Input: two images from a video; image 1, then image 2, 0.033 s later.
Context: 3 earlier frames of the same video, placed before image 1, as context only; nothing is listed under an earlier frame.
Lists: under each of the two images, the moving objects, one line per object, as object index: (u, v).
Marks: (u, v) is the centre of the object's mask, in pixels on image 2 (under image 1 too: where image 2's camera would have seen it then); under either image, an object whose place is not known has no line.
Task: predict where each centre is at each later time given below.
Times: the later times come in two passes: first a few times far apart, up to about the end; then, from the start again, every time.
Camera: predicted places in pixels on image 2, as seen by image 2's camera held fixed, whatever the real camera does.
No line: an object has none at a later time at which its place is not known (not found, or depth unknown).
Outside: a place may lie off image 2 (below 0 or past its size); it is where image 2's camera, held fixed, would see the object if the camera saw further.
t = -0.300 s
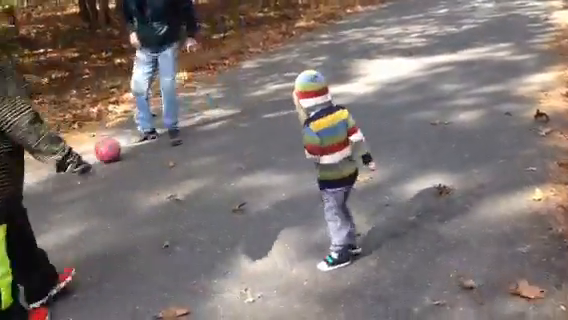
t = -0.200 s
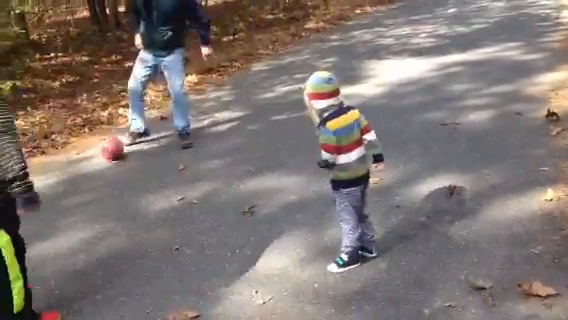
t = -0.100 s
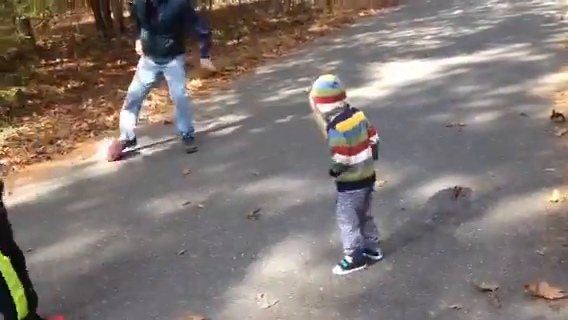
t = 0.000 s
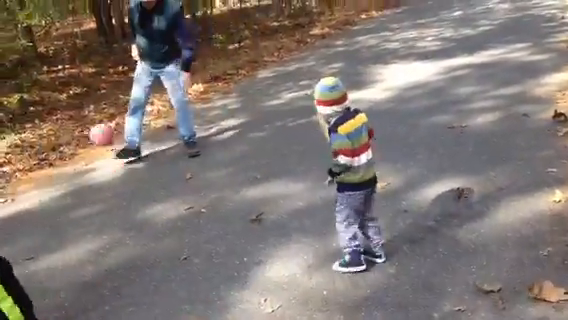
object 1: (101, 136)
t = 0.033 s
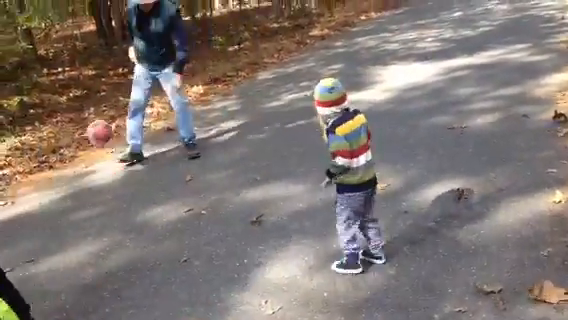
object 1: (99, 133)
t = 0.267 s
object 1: (87, 125)
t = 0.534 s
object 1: (84, 201)
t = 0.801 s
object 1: (66, 197)
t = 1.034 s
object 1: (57, 218)
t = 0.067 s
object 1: (96, 129)
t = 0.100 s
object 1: (93, 124)
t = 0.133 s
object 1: (91, 122)
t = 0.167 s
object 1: (90, 121)
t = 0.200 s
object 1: (89, 122)
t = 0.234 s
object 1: (88, 123)
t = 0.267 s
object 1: (87, 125)
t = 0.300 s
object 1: (83, 132)
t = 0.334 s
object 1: (84, 139)
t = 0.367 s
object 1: (83, 147)
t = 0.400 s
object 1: (84, 158)
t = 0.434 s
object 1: (83, 170)
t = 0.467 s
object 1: (85, 183)
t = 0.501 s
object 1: (86, 199)
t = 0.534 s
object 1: (84, 201)
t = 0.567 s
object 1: (80, 196)
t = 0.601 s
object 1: (78, 191)
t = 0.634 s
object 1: (75, 188)
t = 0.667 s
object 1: (72, 188)
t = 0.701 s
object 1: (71, 188)
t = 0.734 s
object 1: (68, 190)
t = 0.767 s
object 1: (67, 192)
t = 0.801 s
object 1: (66, 197)
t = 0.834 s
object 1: (65, 204)
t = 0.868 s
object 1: (66, 212)
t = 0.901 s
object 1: (65, 222)
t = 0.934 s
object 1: (63, 222)
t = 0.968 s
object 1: (60, 219)
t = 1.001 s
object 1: (58, 218)
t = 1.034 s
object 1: (57, 218)
